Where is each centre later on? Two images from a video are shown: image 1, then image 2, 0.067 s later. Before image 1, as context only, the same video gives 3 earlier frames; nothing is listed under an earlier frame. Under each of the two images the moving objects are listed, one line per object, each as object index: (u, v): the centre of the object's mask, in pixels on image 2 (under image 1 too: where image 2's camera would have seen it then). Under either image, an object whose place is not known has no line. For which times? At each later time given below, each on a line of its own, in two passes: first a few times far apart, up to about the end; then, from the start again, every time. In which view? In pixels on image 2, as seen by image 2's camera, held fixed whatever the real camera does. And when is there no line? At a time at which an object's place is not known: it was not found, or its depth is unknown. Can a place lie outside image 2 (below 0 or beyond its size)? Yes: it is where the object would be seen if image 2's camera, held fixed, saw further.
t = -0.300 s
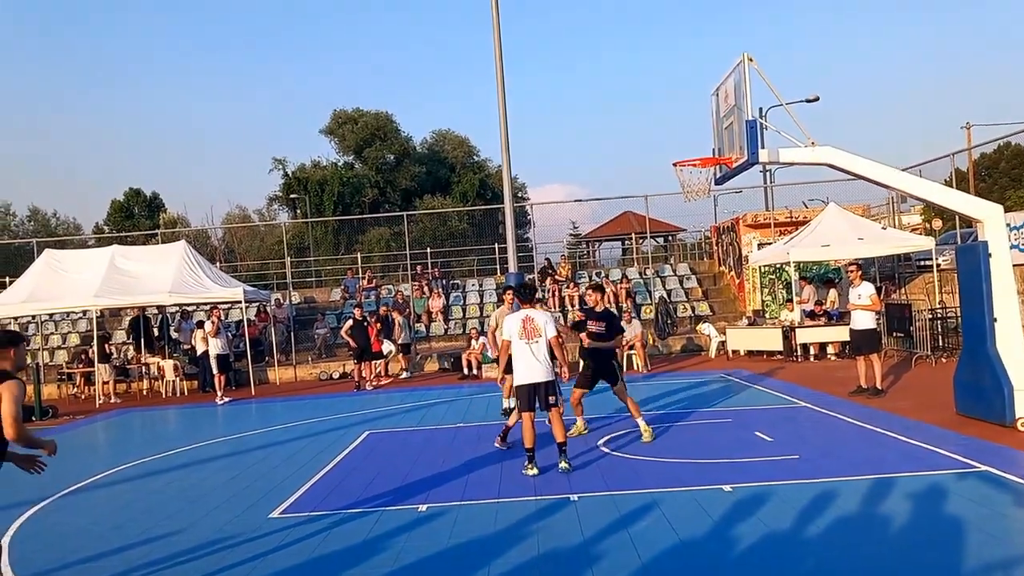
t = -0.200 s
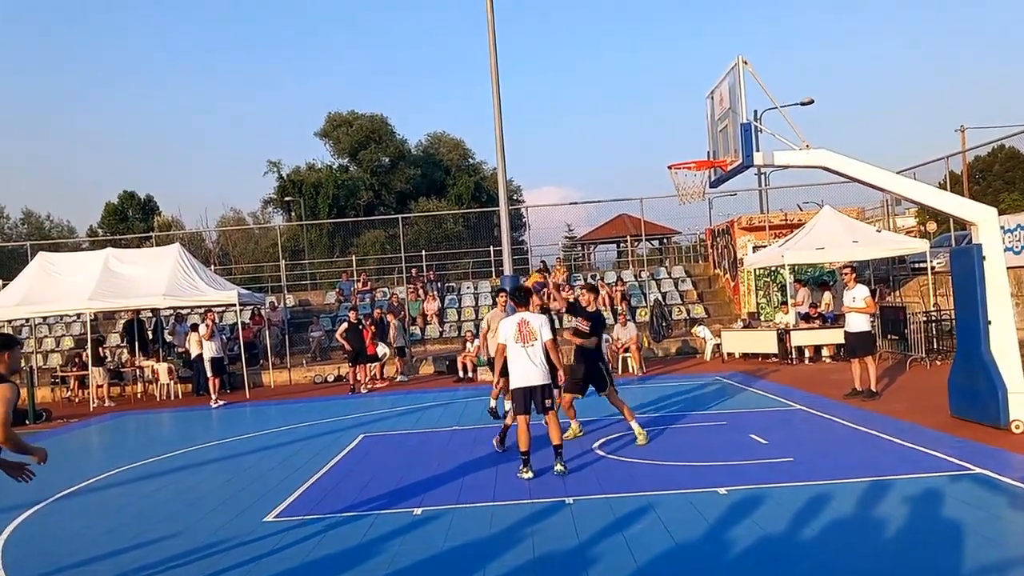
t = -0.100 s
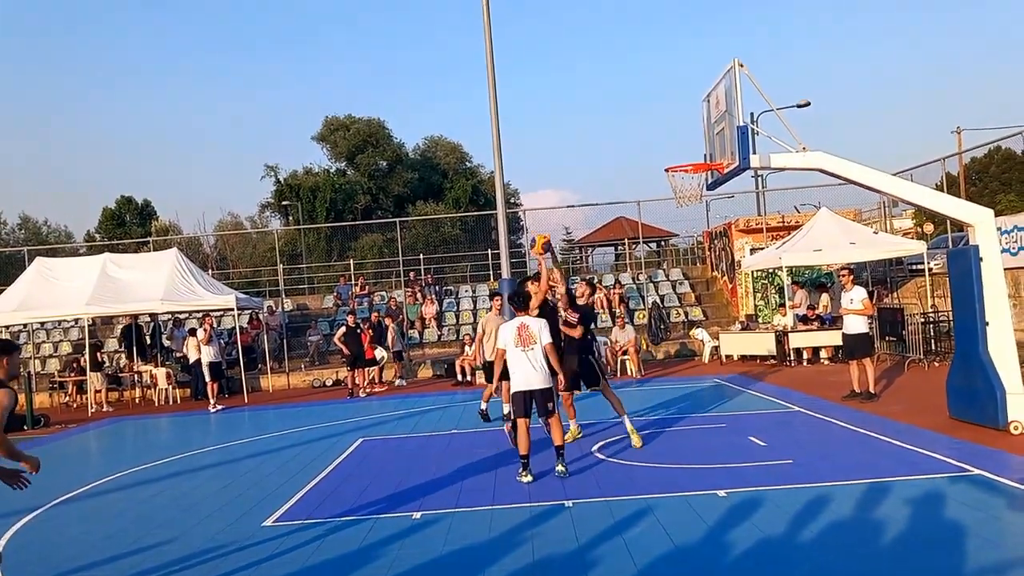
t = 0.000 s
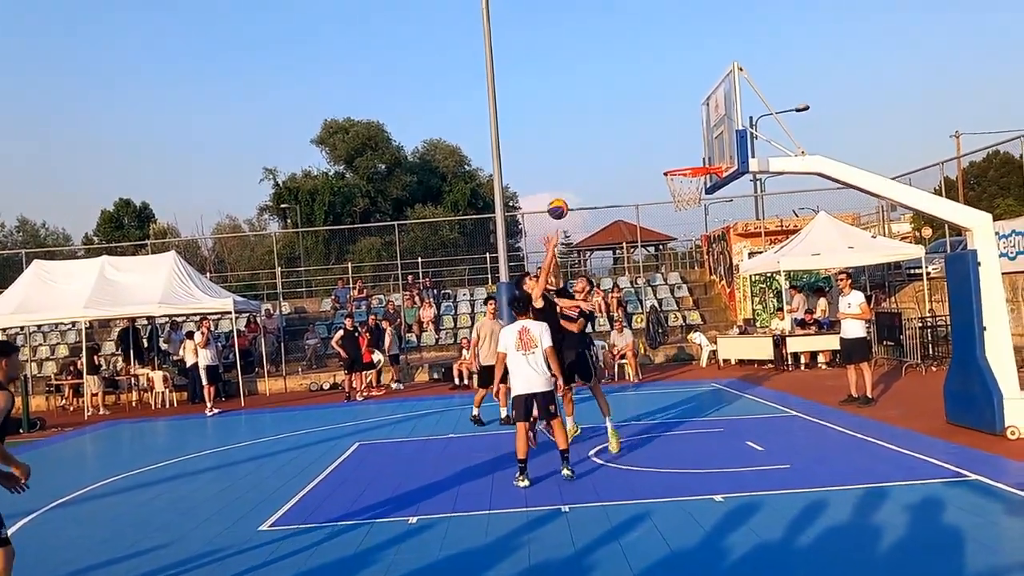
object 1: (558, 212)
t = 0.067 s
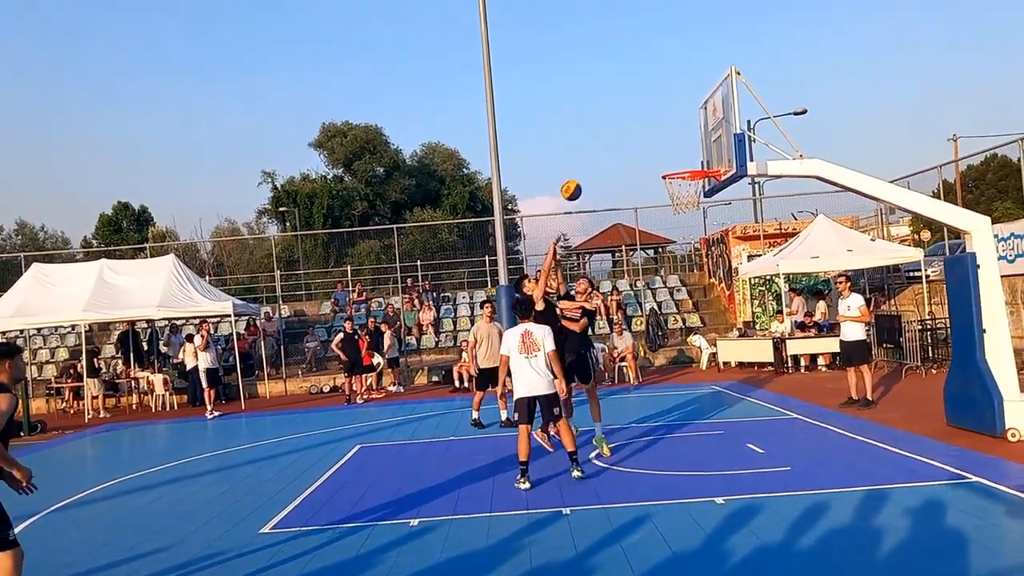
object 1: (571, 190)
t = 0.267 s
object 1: (618, 147)
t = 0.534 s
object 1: (684, 145)
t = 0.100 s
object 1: (579, 180)
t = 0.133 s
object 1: (587, 172)
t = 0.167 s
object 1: (594, 164)
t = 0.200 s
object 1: (602, 158)
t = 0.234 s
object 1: (610, 151)
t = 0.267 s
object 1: (618, 147)
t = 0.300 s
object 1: (626, 144)
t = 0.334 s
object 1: (633, 141)
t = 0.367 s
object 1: (642, 139)
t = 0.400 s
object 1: (650, 138)
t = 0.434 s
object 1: (658, 139)
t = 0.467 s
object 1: (666, 140)
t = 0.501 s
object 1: (674, 142)
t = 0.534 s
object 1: (684, 145)
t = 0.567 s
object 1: (692, 150)
